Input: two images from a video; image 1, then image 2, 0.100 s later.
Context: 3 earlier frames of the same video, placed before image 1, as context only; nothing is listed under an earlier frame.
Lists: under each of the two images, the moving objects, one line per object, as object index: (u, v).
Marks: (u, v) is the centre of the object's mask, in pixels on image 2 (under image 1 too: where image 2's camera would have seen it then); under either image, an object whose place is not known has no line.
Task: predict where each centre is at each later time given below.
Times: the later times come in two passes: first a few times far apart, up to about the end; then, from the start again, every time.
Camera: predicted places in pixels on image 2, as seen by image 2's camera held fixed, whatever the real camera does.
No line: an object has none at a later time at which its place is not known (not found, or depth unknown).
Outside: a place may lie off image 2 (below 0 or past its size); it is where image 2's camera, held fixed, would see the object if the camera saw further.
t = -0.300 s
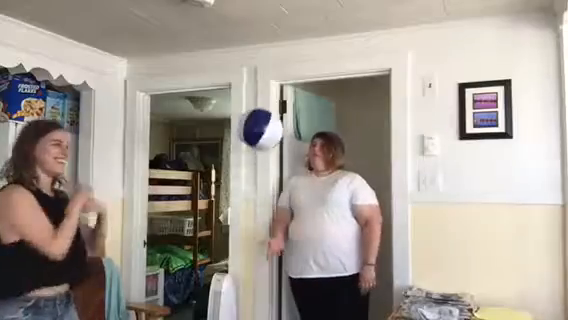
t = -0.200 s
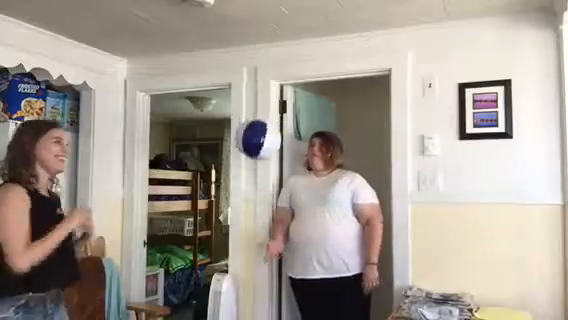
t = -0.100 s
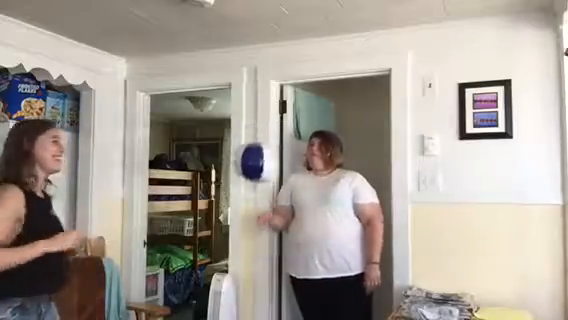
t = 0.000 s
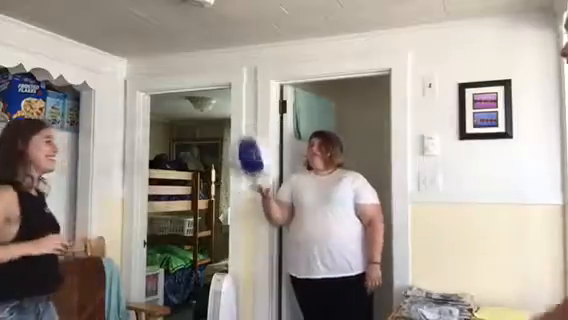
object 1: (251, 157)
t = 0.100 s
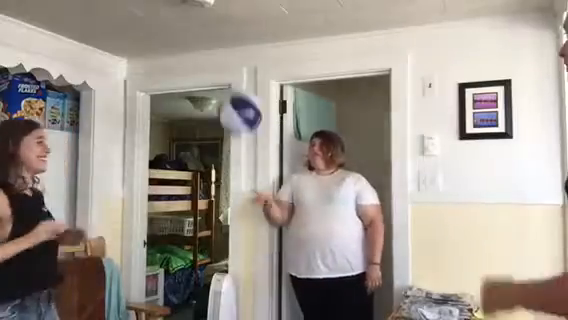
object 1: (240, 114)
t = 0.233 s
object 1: (226, 76)
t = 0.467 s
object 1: (199, 72)
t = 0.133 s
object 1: (236, 102)
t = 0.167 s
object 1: (232, 91)
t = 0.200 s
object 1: (229, 82)
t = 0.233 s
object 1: (226, 76)
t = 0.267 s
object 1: (223, 71)
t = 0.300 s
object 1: (218, 66)
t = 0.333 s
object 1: (214, 64)
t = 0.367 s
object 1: (211, 64)
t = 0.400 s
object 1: (207, 65)
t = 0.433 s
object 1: (203, 67)
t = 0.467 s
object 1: (199, 72)
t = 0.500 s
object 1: (197, 77)
